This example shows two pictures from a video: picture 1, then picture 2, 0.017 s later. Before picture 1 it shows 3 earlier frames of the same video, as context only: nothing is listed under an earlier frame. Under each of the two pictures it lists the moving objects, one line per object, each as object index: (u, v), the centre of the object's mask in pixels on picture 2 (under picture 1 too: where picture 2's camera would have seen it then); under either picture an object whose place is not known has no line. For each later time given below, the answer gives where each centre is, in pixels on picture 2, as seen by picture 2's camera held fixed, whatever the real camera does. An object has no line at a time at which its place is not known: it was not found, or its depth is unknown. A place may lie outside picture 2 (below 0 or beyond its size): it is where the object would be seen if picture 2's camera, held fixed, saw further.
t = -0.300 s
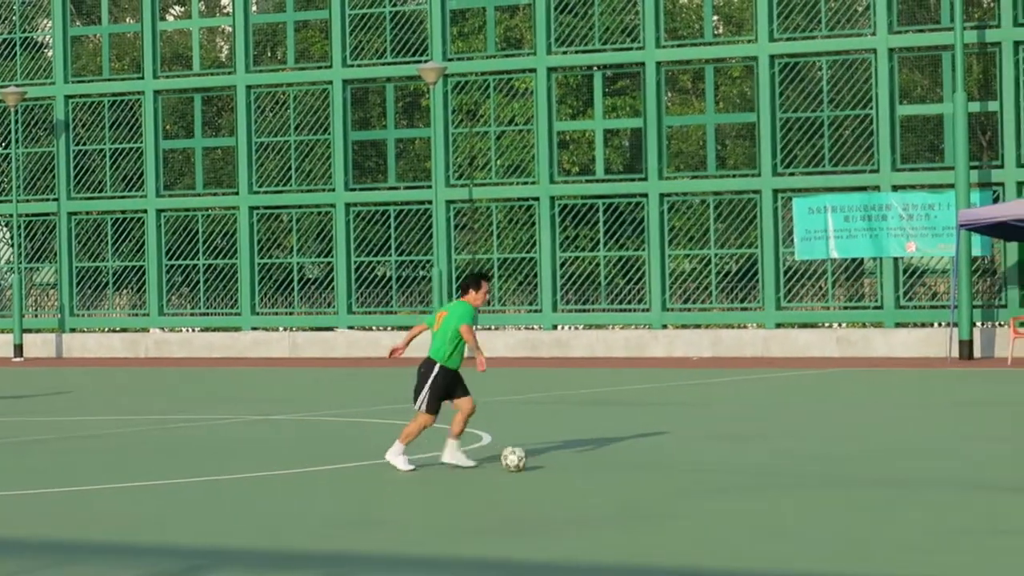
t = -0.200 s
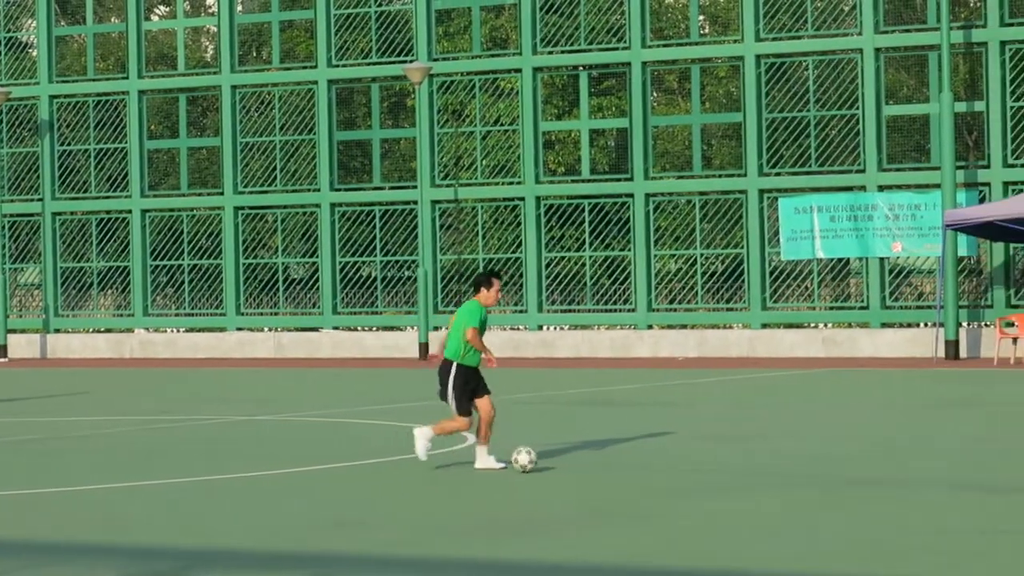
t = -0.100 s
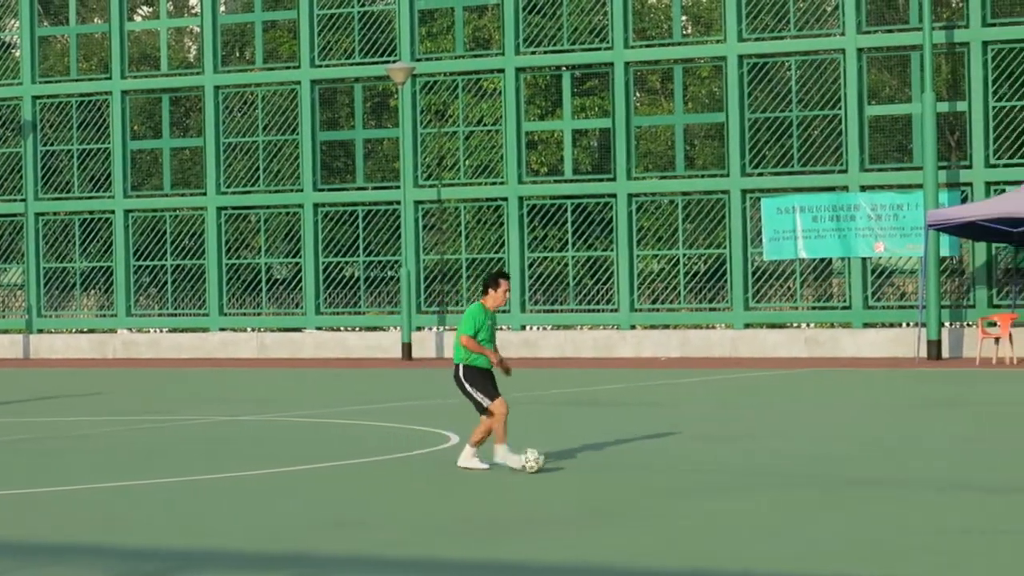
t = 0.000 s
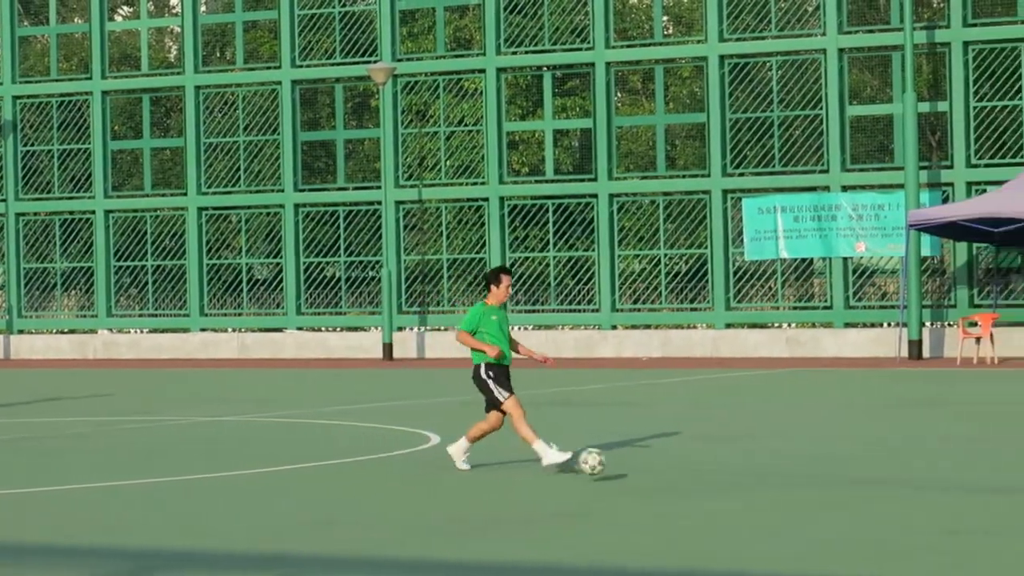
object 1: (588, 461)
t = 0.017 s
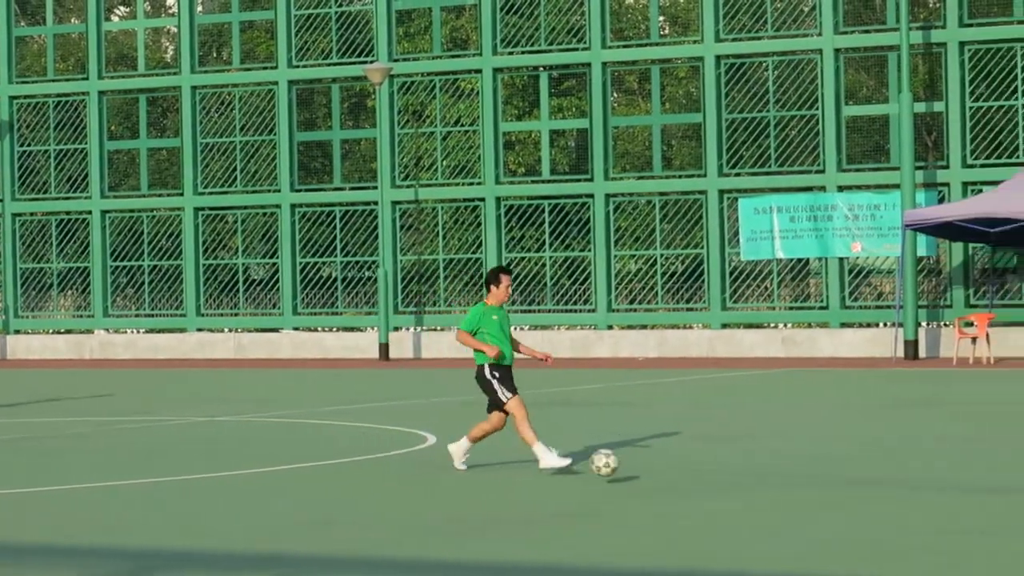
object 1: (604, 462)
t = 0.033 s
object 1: (619, 464)
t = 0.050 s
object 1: (636, 465)
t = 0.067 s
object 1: (651, 468)
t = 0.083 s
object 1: (667, 471)
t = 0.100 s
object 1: (684, 475)
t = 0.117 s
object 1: (700, 478)
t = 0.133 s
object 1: (716, 483)
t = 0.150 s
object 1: (732, 485)
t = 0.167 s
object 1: (747, 486)
